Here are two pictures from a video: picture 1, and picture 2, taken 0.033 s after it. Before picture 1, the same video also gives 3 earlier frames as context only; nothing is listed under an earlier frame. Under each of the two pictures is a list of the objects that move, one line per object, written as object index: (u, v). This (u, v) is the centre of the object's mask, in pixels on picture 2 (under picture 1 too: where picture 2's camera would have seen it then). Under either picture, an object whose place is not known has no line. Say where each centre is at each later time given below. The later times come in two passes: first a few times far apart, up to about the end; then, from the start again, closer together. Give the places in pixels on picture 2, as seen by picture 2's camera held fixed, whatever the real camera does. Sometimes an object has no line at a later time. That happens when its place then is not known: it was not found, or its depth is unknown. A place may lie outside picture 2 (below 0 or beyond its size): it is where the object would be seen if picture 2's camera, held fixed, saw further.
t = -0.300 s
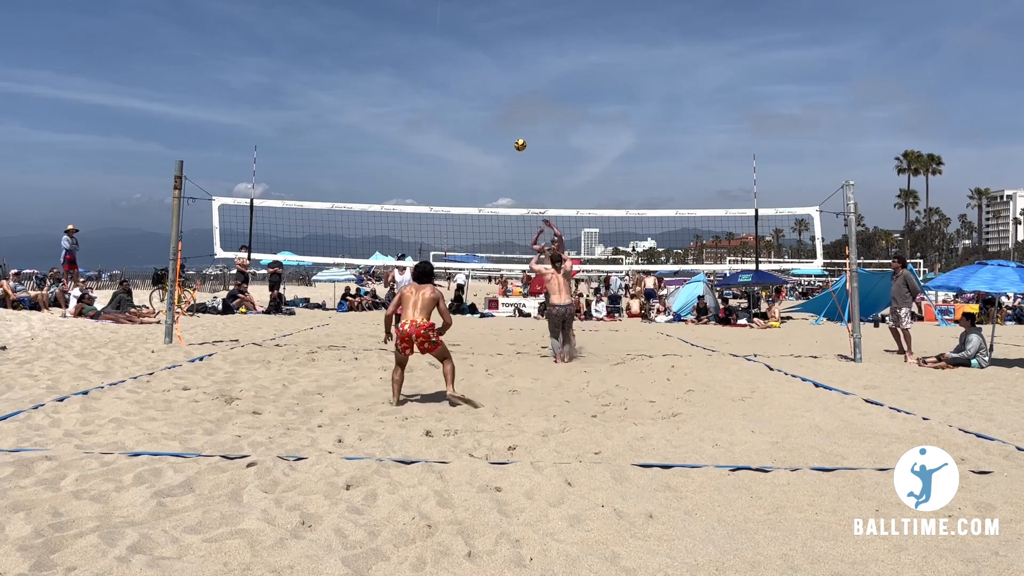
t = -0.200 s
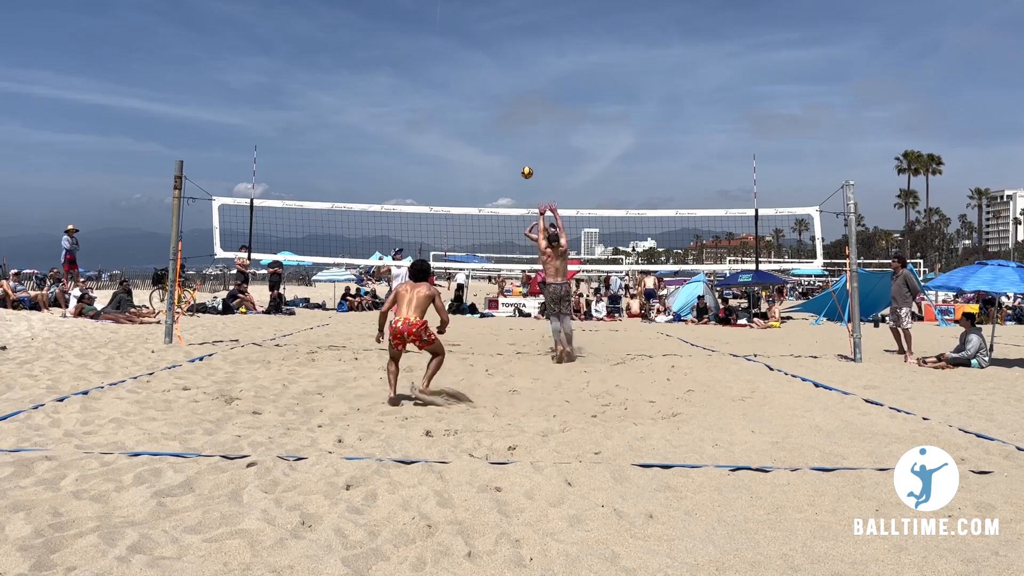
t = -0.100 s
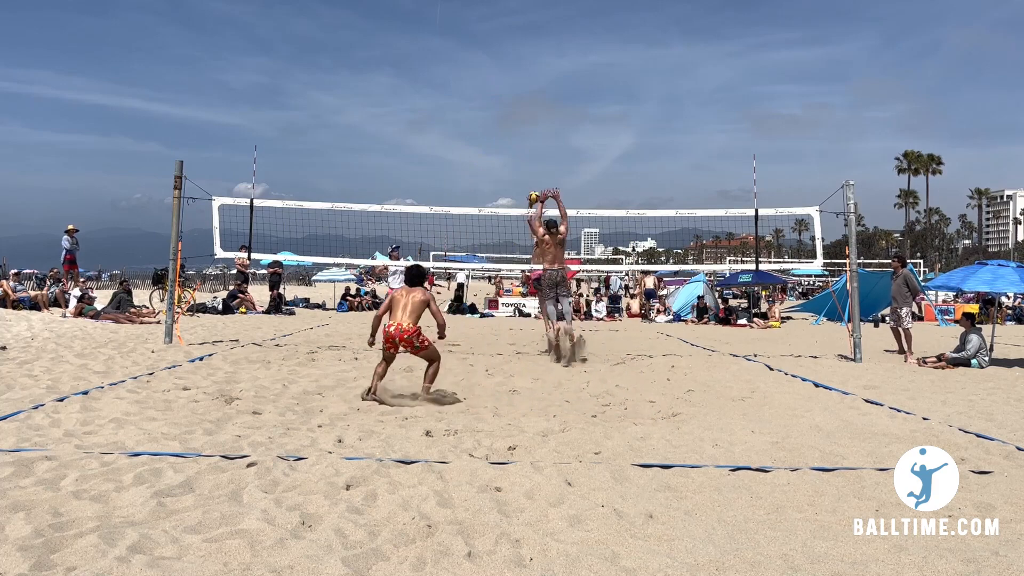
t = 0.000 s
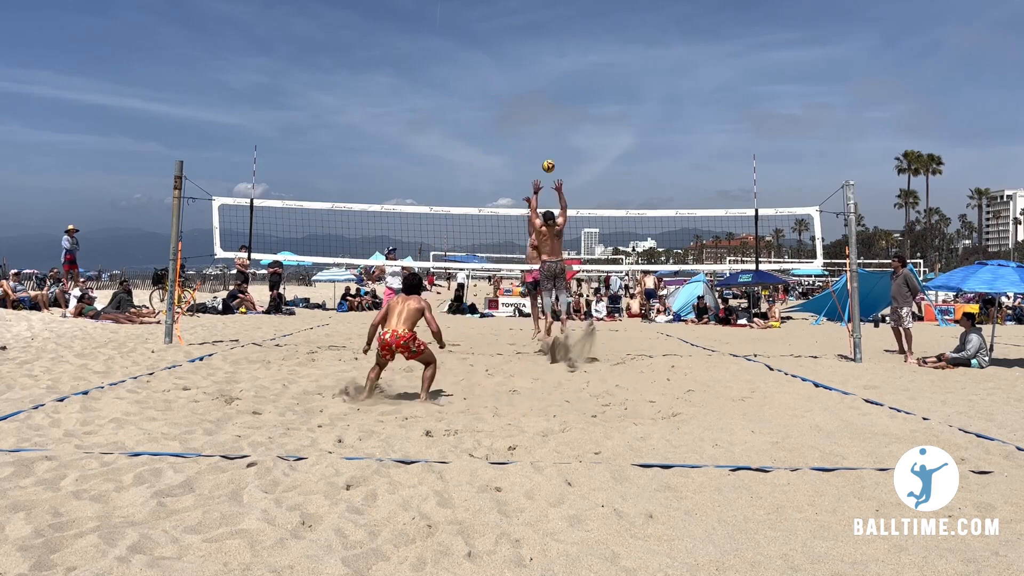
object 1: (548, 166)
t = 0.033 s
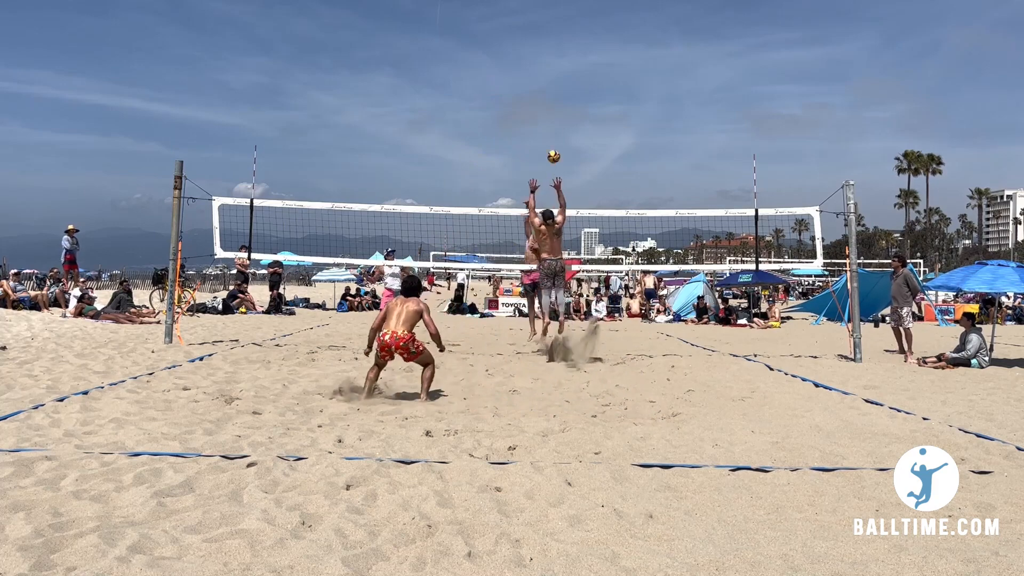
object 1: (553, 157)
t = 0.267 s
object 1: (596, 104)
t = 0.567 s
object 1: (669, 81)
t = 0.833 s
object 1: (759, 130)
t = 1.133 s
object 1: (911, 320)
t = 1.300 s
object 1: (1016, 440)
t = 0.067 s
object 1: (559, 148)
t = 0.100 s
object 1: (564, 139)
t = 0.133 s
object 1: (570, 131)
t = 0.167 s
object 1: (576, 123)
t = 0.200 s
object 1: (582, 116)
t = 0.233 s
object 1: (589, 109)
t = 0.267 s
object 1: (596, 104)
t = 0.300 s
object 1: (602, 98)
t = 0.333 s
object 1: (610, 93)
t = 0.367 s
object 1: (617, 89)
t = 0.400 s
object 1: (625, 85)
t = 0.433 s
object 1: (633, 83)
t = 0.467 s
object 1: (641, 81)
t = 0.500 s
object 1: (650, 80)
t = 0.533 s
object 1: (659, 80)
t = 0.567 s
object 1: (669, 81)
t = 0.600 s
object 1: (678, 83)
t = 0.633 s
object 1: (688, 85)
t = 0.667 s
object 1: (699, 90)
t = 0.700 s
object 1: (710, 95)
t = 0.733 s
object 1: (722, 102)
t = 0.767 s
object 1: (733, 110)
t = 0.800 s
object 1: (746, 119)
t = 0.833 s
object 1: (759, 130)
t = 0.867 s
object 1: (773, 142)
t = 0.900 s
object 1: (788, 157)
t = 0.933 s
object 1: (803, 173)
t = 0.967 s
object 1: (819, 192)
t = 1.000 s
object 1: (835, 212)
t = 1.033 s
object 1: (853, 235)
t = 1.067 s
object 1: (872, 260)
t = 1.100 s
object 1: (891, 289)
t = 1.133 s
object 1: (911, 320)
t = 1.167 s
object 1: (933, 354)
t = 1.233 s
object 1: (979, 433)
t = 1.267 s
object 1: (1001, 449)
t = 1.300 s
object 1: (1016, 440)
